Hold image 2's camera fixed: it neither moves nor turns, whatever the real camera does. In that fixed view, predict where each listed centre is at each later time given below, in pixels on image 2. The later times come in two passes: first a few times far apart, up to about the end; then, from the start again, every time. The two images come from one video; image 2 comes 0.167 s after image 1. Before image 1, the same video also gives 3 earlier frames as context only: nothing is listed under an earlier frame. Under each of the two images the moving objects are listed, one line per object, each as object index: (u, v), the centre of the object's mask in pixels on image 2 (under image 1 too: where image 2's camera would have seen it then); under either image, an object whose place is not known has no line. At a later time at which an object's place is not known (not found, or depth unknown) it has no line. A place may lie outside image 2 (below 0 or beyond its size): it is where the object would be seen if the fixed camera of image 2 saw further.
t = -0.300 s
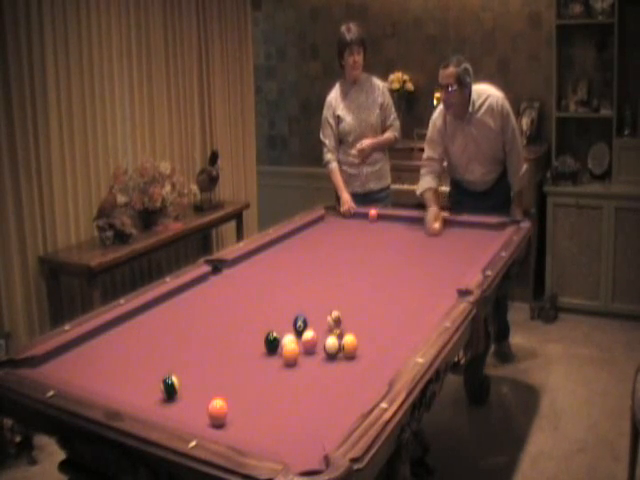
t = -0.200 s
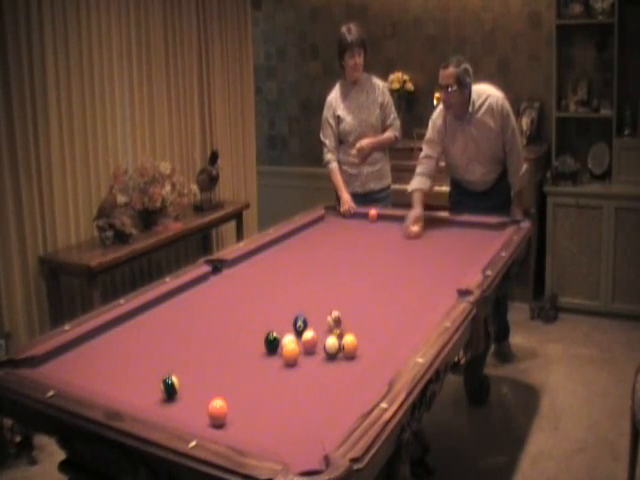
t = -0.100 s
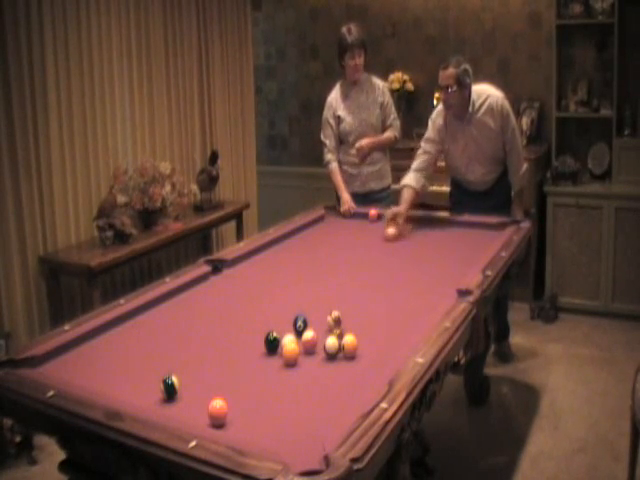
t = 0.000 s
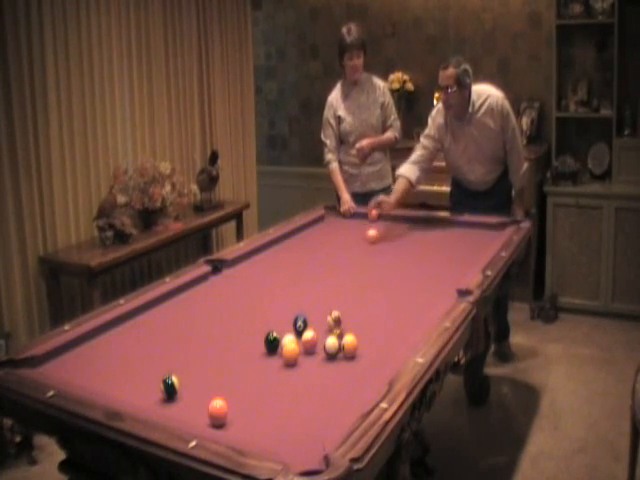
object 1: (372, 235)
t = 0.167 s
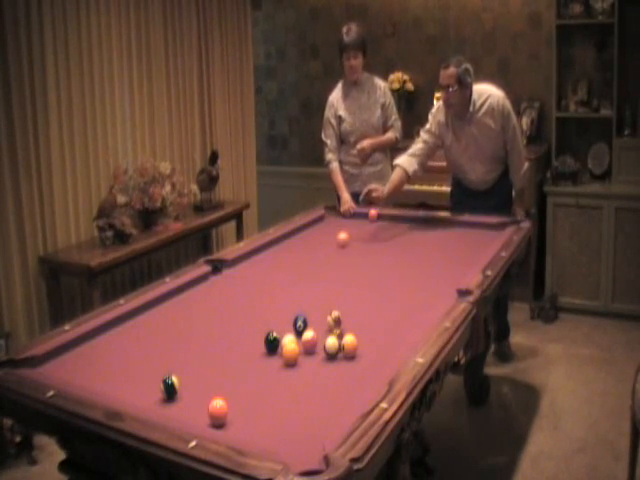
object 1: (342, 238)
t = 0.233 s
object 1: (330, 240)
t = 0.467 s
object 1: (288, 246)
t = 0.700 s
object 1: (258, 251)
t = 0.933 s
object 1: (260, 259)
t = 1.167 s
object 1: (261, 268)
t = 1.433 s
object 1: (263, 277)
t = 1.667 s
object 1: (264, 287)
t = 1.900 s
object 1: (266, 295)
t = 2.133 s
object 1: (268, 304)
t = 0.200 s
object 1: (336, 239)
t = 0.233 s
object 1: (330, 240)
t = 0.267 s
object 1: (324, 241)
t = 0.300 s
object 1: (318, 242)
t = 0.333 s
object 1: (312, 242)
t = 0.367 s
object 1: (306, 243)
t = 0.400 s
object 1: (300, 244)
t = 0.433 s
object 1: (294, 245)
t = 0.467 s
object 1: (288, 246)
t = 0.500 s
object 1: (282, 247)
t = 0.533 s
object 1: (276, 247)
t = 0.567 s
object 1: (270, 248)
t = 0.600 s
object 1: (264, 248)
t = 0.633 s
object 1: (258, 249)
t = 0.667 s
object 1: (257, 250)
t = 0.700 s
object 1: (258, 251)
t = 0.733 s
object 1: (259, 252)
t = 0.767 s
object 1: (259, 254)
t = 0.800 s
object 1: (259, 254)
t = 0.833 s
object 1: (259, 255)
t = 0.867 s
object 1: (259, 257)
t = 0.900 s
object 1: (260, 258)
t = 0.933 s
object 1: (260, 259)
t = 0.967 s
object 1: (260, 260)
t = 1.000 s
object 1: (260, 262)
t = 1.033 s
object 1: (260, 262)
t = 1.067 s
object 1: (260, 263)
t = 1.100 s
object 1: (260, 265)
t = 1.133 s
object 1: (261, 267)
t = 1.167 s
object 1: (261, 268)
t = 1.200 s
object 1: (262, 269)
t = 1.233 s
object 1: (262, 270)
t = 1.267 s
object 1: (262, 271)
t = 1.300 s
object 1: (262, 272)
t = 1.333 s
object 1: (262, 273)
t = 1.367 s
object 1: (262, 275)
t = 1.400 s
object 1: (262, 276)
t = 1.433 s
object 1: (263, 277)
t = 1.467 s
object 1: (263, 279)
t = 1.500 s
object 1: (263, 280)
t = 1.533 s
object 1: (264, 281)
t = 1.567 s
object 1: (264, 282)
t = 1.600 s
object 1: (264, 283)
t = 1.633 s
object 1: (264, 285)
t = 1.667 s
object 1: (264, 287)
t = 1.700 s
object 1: (265, 287)
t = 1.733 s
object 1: (265, 289)
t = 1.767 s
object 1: (265, 290)
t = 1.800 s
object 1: (265, 292)
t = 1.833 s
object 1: (266, 292)
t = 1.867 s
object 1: (266, 293)
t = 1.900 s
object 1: (266, 295)
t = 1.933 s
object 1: (266, 297)
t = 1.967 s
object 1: (267, 298)
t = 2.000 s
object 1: (267, 299)
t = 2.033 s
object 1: (267, 300)
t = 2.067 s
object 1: (268, 301)
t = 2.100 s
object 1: (268, 303)
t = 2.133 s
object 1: (268, 304)
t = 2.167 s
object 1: (268, 306)
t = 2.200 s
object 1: (269, 307)
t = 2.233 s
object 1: (269, 309)
